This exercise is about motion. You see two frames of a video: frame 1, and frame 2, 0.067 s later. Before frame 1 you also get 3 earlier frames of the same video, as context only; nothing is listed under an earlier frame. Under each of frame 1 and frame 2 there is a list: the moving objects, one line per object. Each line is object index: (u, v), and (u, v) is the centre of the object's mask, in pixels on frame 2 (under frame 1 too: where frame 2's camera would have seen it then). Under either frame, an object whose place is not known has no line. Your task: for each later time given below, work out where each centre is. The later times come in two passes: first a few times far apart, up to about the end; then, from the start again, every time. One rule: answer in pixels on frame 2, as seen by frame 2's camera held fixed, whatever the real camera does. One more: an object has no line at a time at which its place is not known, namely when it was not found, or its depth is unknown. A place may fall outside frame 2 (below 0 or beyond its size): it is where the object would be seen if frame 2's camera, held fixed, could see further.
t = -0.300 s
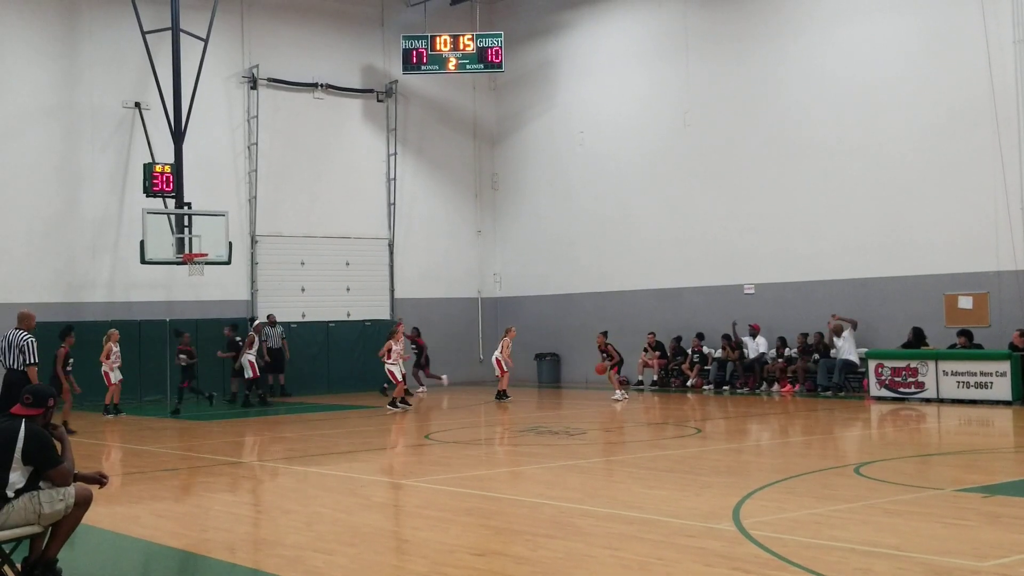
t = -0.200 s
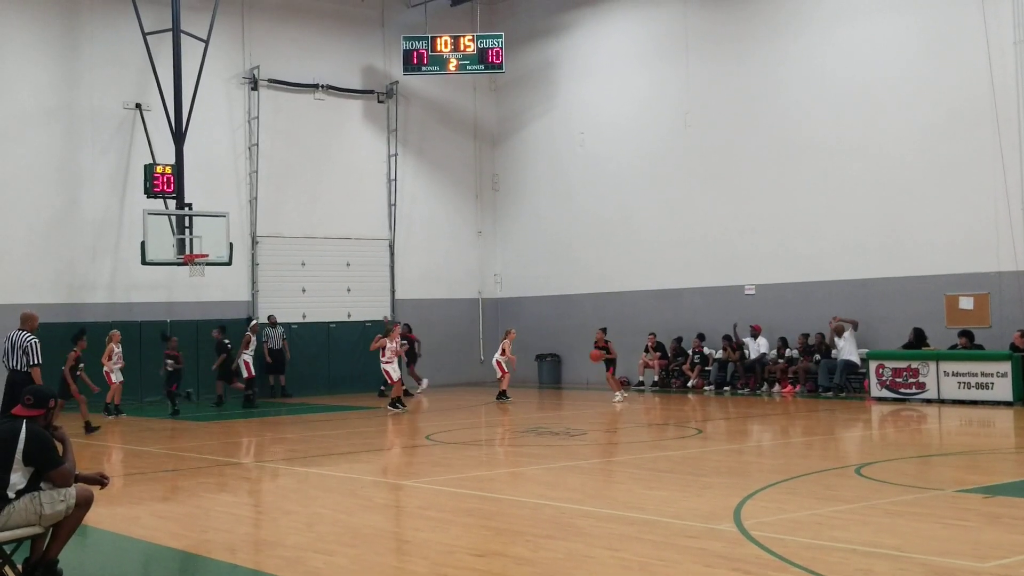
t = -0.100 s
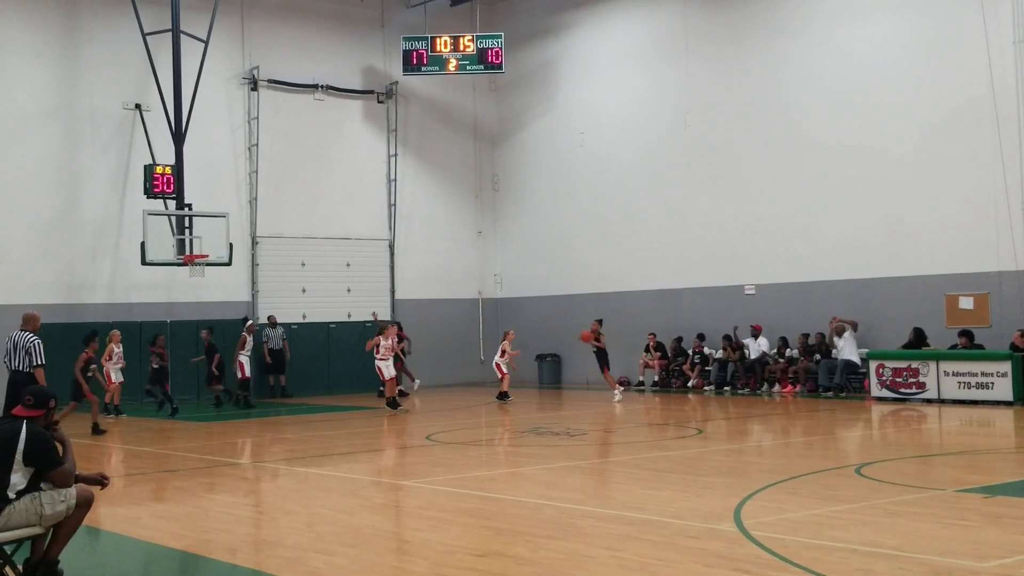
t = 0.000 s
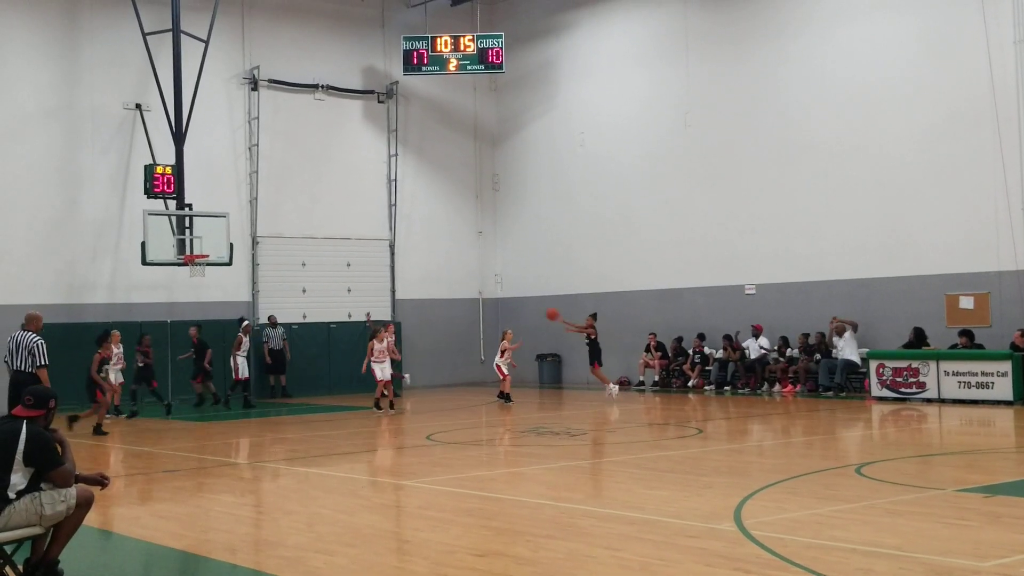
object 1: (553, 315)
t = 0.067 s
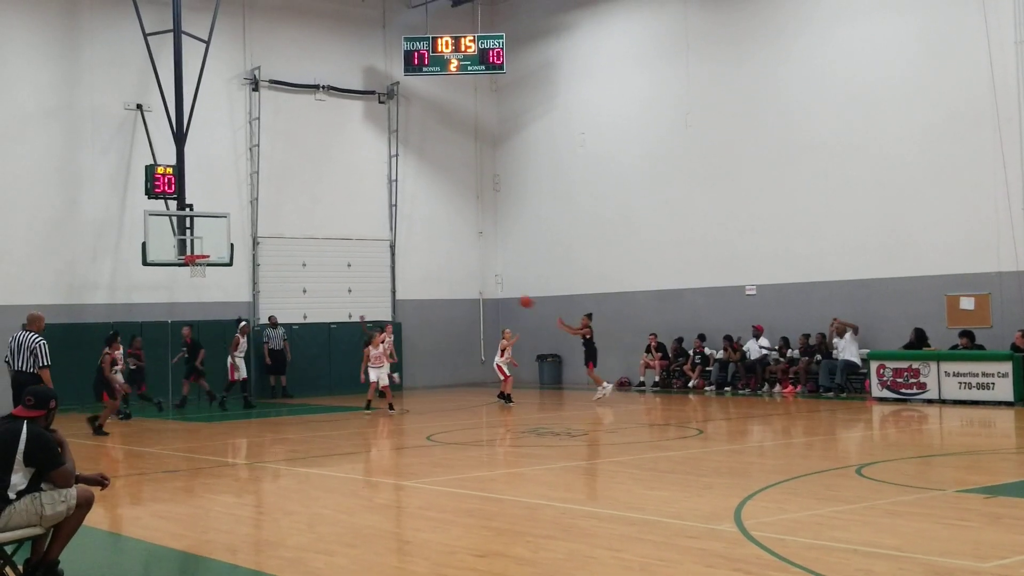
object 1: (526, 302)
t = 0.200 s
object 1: (473, 282)
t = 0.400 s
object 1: (390, 272)
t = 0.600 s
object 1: (302, 284)
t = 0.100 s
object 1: (513, 296)
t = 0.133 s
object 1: (499, 291)
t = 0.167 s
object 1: (486, 287)
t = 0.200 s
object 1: (473, 282)
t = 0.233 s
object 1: (459, 279)
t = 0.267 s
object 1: (446, 276)
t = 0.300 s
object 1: (432, 274)
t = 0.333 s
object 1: (417, 273)
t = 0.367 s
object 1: (404, 272)
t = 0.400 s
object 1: (390, 272)
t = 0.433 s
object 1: (375, 272)
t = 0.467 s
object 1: (361, 273)
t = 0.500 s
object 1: (346, 275)
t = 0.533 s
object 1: (332, 277)
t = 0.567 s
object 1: (317, 280)
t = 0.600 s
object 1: (302, 284)
